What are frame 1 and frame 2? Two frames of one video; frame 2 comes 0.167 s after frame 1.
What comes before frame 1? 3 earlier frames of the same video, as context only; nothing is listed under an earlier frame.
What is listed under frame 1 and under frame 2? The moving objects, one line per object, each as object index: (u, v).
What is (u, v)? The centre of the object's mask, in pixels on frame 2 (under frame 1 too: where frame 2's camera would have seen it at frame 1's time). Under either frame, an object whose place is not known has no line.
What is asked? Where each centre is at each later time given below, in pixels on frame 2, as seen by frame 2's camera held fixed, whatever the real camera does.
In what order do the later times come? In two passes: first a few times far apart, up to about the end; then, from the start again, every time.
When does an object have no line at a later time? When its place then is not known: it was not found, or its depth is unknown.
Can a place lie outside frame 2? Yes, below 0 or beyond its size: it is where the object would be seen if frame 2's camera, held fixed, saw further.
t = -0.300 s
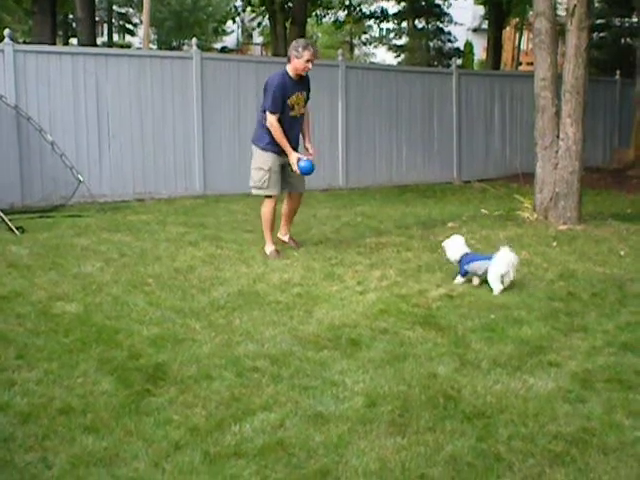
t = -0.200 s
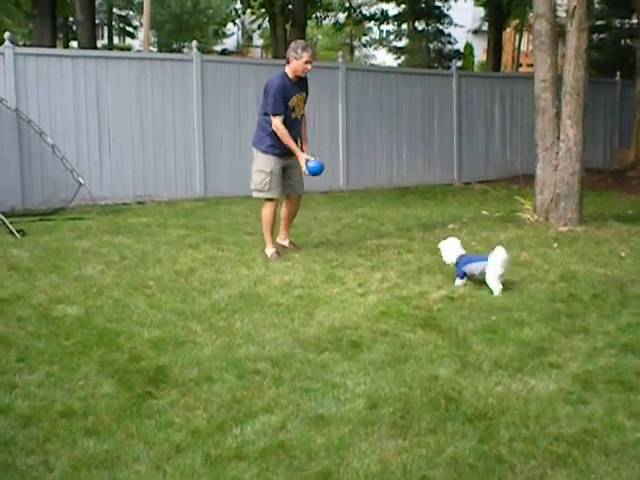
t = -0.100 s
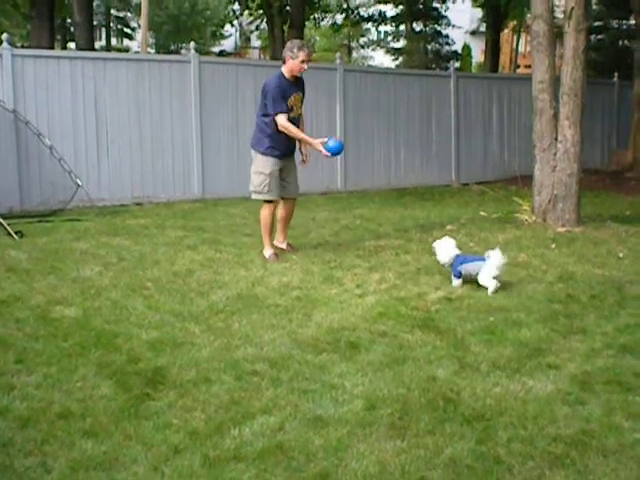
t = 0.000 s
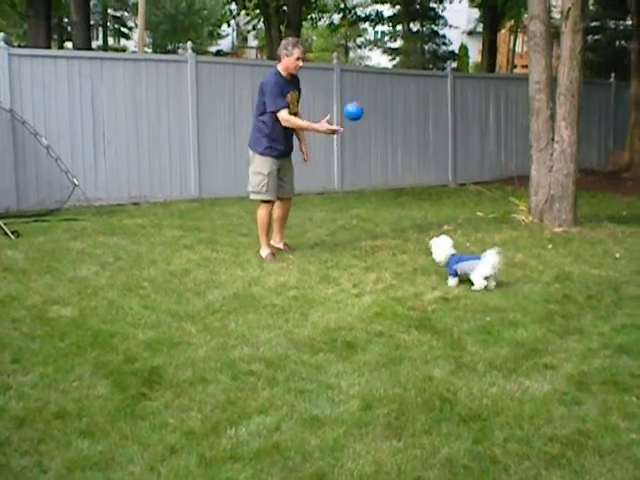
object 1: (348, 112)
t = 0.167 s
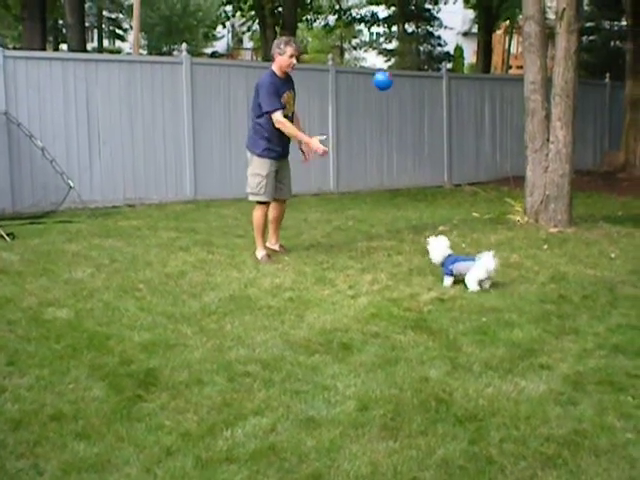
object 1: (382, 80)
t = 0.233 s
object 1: (395, 77)
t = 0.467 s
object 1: (438, 112)
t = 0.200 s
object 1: (389, 78)
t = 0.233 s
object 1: (395, 77)
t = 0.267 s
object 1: (402, 78)
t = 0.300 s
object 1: (408, 80)
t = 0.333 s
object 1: (414, 83)
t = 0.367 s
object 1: (420, 89)
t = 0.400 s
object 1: (427, 95)
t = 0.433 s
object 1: (432, 103)
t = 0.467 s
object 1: (438, 112)
